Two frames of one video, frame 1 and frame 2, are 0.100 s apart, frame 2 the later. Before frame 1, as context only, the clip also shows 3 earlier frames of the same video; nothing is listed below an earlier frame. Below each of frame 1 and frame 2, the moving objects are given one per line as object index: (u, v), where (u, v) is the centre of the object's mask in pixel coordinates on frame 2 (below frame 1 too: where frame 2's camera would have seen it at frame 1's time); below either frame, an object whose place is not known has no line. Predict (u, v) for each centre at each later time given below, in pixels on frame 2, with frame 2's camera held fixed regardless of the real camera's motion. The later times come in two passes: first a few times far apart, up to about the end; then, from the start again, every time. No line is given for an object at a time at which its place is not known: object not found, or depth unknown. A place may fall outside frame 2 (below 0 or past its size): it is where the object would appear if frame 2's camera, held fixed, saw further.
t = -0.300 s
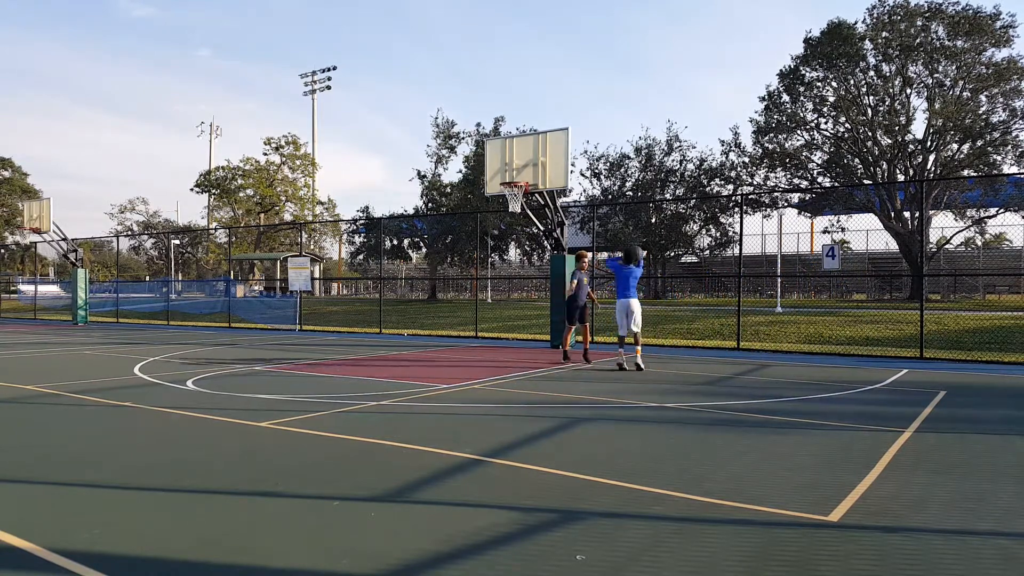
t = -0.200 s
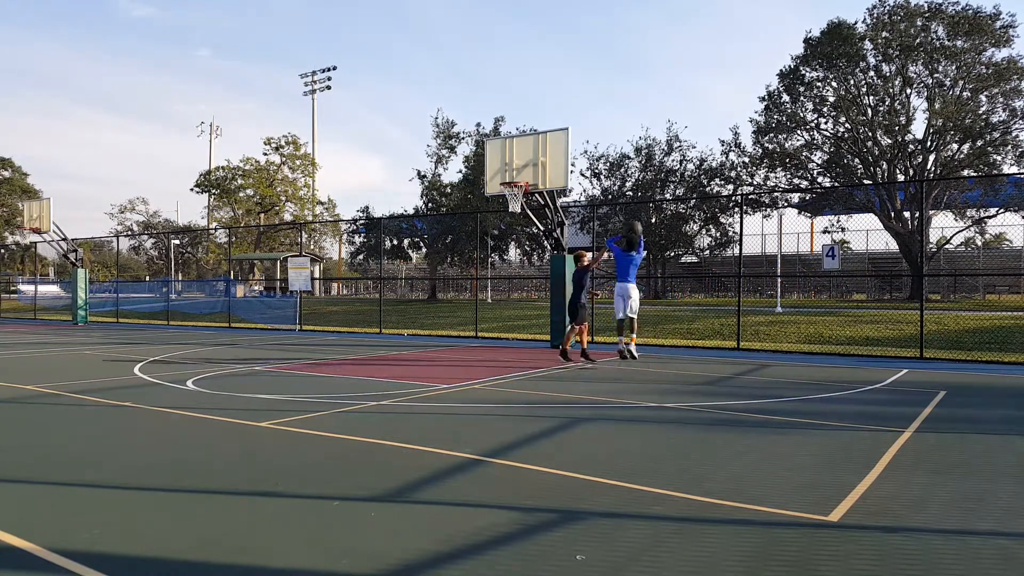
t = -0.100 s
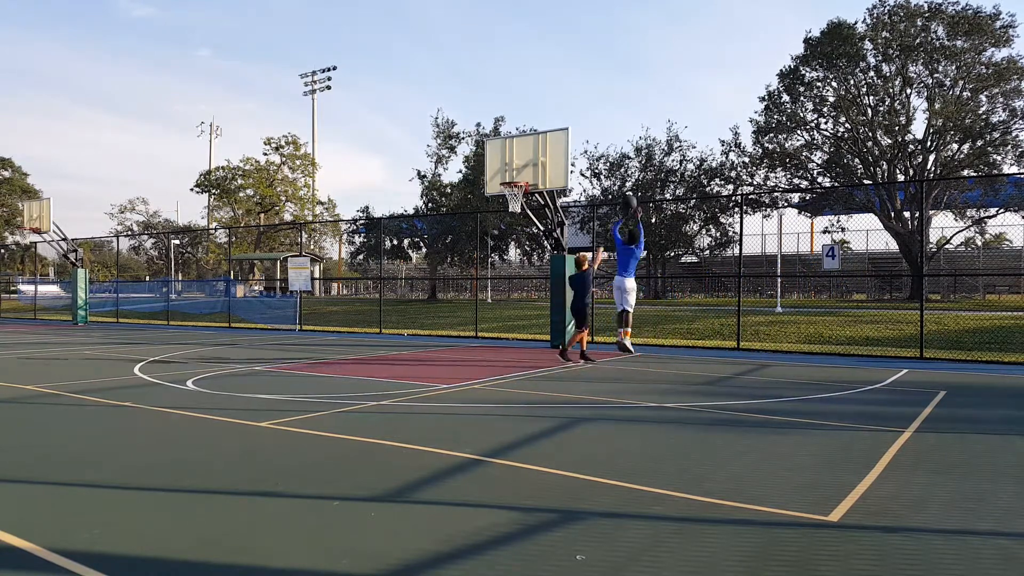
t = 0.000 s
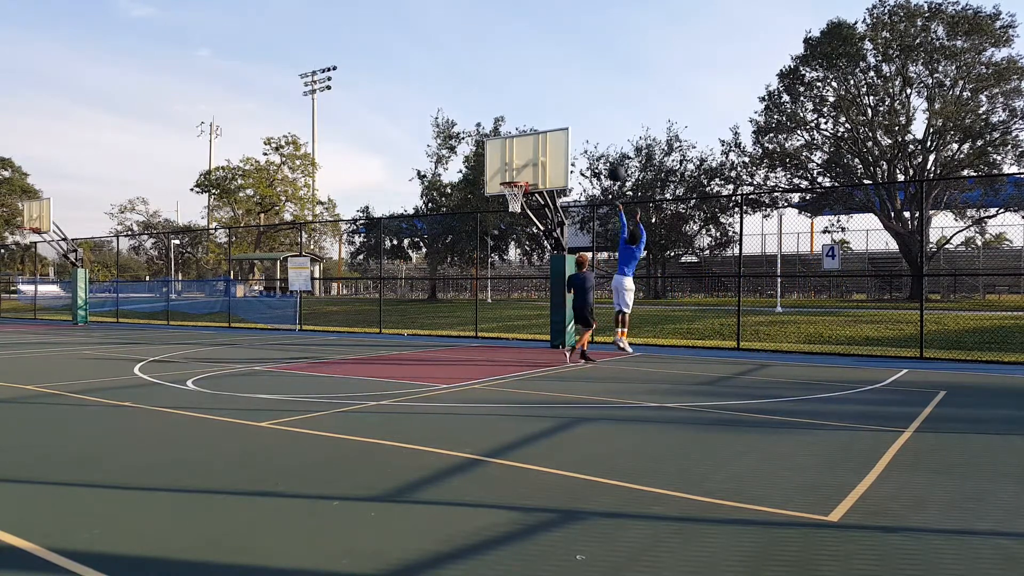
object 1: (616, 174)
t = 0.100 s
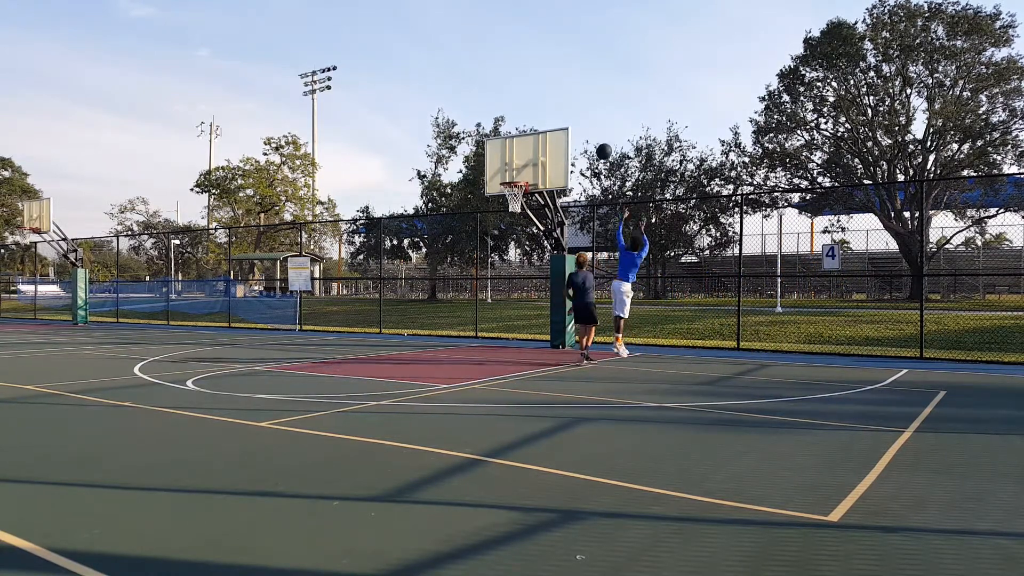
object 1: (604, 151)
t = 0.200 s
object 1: (591, 136)
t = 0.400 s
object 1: (568, 125)
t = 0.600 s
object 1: (547, 139)
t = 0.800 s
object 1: (529, 176)
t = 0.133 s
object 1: (600, 145)
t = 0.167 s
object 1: (595, 140)
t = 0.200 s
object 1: (591, 136)
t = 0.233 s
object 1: (587, 132)
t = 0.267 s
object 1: (584, 129)
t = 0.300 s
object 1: (580, 127)
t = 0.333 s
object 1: (576, 126)
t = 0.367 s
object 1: (572, 125)
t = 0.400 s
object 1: (568, 125)
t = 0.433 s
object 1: (565, 126)
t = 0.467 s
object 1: (561, 127)
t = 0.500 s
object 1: (557, 129)
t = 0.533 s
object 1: (554, 132)
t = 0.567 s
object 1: (551, 136)
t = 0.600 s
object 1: (547, 139)
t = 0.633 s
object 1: (544, 144)
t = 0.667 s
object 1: (541, 149)
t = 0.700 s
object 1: (538, 155)
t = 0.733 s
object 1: (535, 162)
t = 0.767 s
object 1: (531, 169)
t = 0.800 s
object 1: (529, 176)
